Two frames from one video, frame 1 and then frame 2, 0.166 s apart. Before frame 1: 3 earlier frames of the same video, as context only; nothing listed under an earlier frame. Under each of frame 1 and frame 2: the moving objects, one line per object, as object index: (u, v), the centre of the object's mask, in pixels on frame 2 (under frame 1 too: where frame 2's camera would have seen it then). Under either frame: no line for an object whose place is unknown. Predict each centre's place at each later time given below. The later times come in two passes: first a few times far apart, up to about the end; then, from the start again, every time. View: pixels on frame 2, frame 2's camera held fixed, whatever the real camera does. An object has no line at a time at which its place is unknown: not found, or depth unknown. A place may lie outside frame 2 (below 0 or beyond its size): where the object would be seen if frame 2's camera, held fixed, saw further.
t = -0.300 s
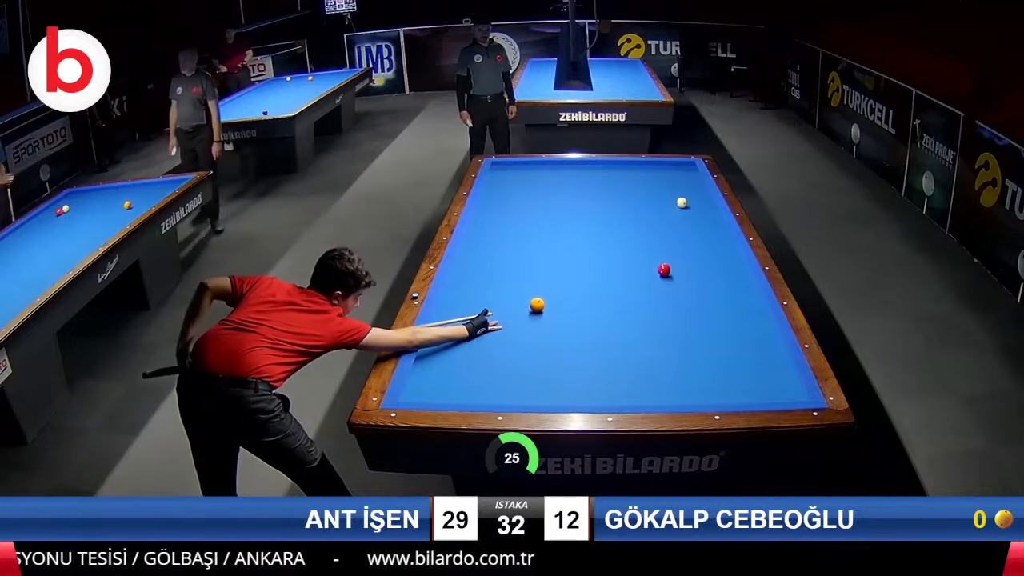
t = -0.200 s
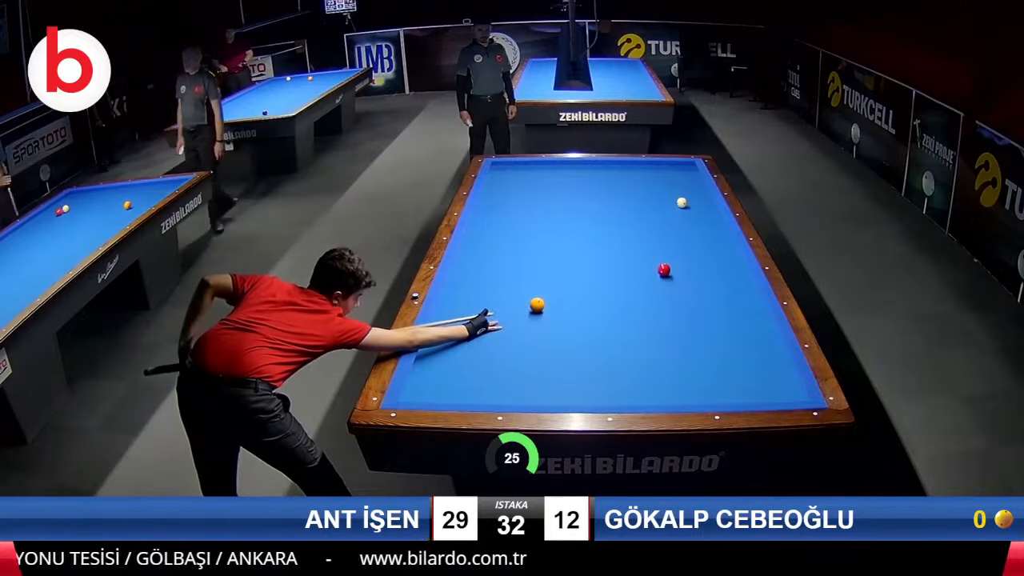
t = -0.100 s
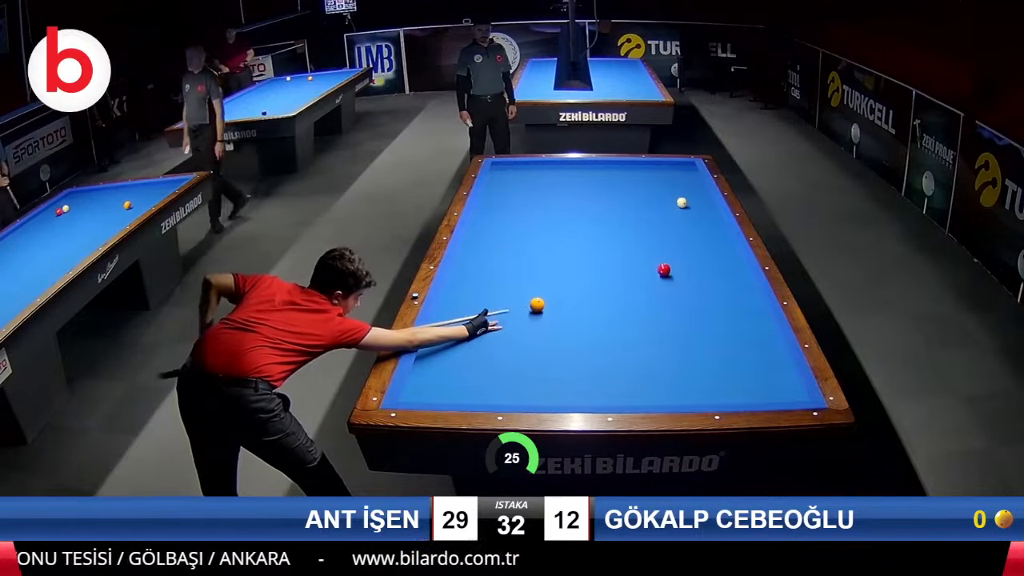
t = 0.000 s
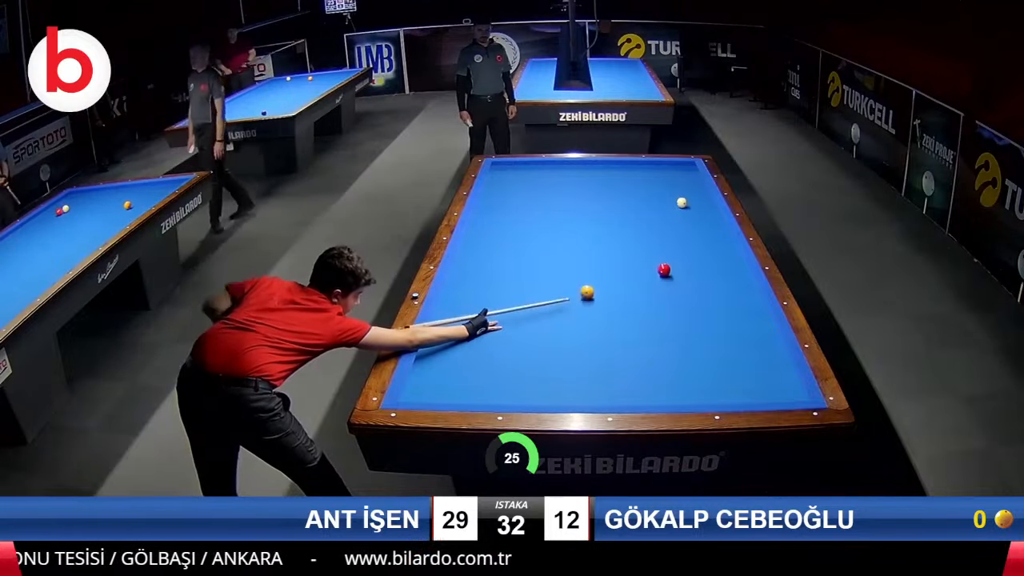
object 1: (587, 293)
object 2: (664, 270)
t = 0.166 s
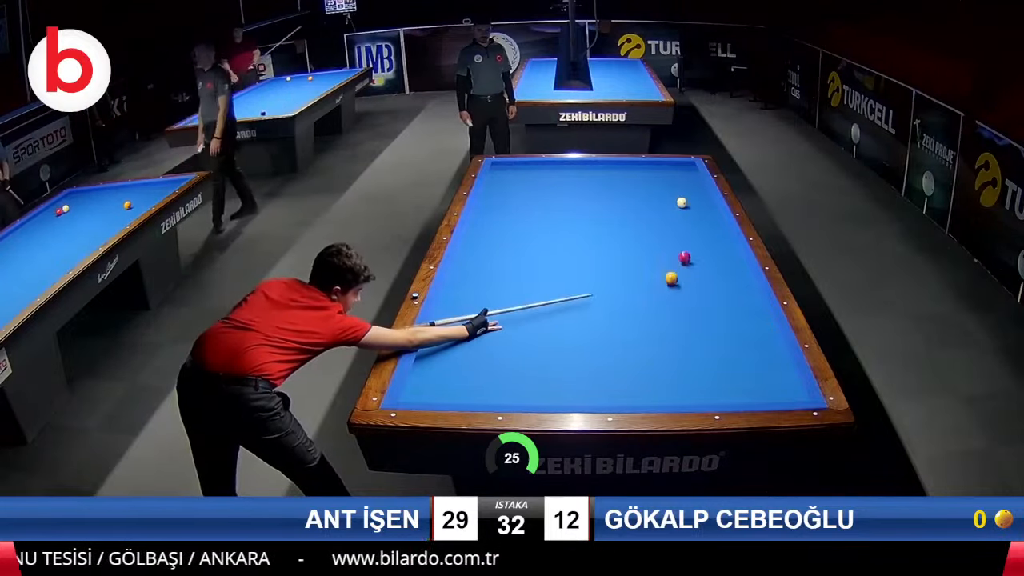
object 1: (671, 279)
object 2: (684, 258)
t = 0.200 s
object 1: (679, 281)
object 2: (695, 252)
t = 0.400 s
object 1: (732, 291)
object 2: (706, 224)
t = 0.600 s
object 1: (734, 302)
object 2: (658, 207)
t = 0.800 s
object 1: (705, 317)
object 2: (622, 193)
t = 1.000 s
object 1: (678, 332)
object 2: (590, 182)
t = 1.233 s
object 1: (645, 351)
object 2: (556, 170)
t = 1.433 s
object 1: (614, 369)
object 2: (529, 164)
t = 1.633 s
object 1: (580, 387)
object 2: (499, 170)
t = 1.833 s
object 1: (543, 398)
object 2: (506, 177)
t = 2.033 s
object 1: (502, 388)
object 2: (522, 183)
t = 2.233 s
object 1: (464, 378)
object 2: (538, 190)
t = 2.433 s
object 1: (429, 369)
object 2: (556, 197)
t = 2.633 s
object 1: (441, 358)
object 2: (573, 204)
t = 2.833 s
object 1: (464, 346)
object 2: (592, 213)
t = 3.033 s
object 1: (485, 336)
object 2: (612, 221)
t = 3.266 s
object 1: (509, 324)
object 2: (636, 232)
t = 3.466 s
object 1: (528, 315)
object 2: (657, 241)
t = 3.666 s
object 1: (546, 306)
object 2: (679, 252)
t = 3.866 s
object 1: (563, 298)
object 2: (702, 262)
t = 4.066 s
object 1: (579, 290)
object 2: (725, 273)
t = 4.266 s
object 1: (594, 283)
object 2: (749, 285)
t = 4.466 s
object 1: (608, 275)
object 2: (745, 294)
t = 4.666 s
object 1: (621, 269)
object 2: (739, 304)
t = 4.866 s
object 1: (633, 263)
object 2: (734, 313)
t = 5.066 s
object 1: (645, 257)
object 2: (727, 323)
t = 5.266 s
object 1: (655, 252)
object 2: (721, 334)
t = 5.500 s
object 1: (667, 246)
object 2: (713, 346)
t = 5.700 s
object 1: (677, 241)
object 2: (705, 357)
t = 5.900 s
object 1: (686, 237)
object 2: (697, 369)
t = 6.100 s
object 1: (694, 232)
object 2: (689, 381)
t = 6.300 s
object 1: (702, 228)
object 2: (680, 393)
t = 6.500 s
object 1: (710, 224)
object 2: (671, 398)
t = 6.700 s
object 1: (716, 221)
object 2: (664, 395)
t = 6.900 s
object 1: (716, 218)
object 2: (656, 389)
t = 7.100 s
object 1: (711, 215)
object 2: (649, 383)
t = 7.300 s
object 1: (706, 213)
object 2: (642, 377)
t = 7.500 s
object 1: (701, 211)
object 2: (636, 372)
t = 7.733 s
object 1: (696, 208)
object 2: (628, 367)
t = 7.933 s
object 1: (692, 206)
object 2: (623, 363)
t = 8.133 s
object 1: (690, 205)
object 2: (617, 359)
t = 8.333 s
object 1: (689, 205)
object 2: (613, 355)
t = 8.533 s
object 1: (690, 204)
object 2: (608, 351)
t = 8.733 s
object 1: (690, 204)
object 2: (603, 348)
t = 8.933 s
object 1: (690, 204)
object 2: (599, 345)
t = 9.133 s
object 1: (690, 204)
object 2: (596, 342)
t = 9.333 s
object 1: (690, 204)
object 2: (592, 339)
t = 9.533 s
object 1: (690, 204)
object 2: (589, 337)
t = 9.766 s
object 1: (690, 204)
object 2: (585, 335)
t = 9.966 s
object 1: (690, 204)
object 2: (583, 332)
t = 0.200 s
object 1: (679, 281)
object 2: (695, 252)
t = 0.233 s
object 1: (688, 283)
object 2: (704, 246)
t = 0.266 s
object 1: (696, 285)
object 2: (712, 241)
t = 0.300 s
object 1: (705, 287)
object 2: (721, 235)
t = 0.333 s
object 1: (714, 289)
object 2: (725, 231)
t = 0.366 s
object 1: (723, 290)
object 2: (716, 227)
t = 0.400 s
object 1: (732, 291)
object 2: (706, 224)
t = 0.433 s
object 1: (742, 293)
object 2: (697, 221)
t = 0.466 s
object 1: (751, 294)
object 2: (688, 218)
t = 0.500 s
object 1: (753, 295)
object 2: (680, 215)
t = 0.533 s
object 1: (747, 298)
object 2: (672, 212)
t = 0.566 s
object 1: (741, 300)
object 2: (665, 210)
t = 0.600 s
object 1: (734, 302)
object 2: (658, 207)
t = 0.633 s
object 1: (729, 305)
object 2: (652, 204)
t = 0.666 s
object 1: (724, 307)
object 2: (645, 202)
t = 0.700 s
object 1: (719, 310)
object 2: (639, 200)
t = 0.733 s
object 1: (714, 312)
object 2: (634, 198)
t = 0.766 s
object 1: (709, 315)
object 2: (628, 196)
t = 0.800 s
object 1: (705, 317)
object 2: (622, 193)
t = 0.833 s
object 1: (701, 320)
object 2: (616, 191)
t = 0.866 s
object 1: (697, 322)
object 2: (611, 189)
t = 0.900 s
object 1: (692, 325)
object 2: (606, 187)
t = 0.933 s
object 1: (688, 327)
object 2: (600, 185)
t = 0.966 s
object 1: (683, 330)
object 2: (595, 184)
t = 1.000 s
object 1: (678, 332)
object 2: (590, 182)
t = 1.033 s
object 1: (674, 335)
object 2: (585, 180)
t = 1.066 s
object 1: (669, 337)
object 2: (580, 178)
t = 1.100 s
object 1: (665, 340)
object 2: (575, 177)
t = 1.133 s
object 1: (660, 343)
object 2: (570, 175)
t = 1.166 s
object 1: (655, 345)
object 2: (566, 173)
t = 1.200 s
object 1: (650, 349)
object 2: (561, 171)
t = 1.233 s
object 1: (645, 351)
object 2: (556, 170)
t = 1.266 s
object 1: (640, 354)
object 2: (552, 169)
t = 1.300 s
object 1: (635, 357)
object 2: (548, 167)
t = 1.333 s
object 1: (630, 360)
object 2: (543, 165)
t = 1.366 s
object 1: (625, 363)
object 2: (539, 164)
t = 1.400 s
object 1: (619, 366)
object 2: (534, 163)
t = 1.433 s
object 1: (614, 369)
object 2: (529, 164)
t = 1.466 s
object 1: (609, 372)
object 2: (524, 165)
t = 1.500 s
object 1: (603, 375)
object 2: (519, 166)
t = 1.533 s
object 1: (597, 378)
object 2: (514, 167)
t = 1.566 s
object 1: (592, 381)
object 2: (508, 169)
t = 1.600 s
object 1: (586, 384)
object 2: (504, 169)
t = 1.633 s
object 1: (580, 387)
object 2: (499, 170)
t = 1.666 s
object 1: (574, 390)
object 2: (493, 171)
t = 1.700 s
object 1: (568, 393)
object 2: (493, 172)
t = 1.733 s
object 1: (562, 396)
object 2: (497, 174)
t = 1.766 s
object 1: (557, 397)
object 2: (500, 175)
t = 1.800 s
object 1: (551, 399)
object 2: (504, 176)
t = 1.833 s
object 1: (543, 398)
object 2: (506, 177)
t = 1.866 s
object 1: (536, 396)
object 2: (509, 178)
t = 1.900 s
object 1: (529, 395)
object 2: (512, 179)
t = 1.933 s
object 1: (522, 394)
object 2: (514, 180)
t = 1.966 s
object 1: (516, 392)
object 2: (517, 181)
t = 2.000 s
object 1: (509, 390)
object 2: (519, 182)
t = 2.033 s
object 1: (502, 388)
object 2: (522, 183)
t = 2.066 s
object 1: (496, 387)
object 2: (524, 184)
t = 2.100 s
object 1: (489, 385)
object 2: (527, 185)
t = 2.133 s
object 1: (483, 383)
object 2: (530, 186)
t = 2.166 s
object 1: (476, 382)
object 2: (533, 187)
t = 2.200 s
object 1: (470, 380)
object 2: (535, 189)
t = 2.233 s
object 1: (464, 378)
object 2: (538, 190)
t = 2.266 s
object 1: (458, 377)
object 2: (541, 191)
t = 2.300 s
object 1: (452, 375)
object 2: (544, 192)
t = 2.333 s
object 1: (446, 374)
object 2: (547, 193)
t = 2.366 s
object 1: (440, 372)
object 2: (550, 195)
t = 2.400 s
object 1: (435, 370)
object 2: (553, 196)
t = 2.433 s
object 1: (429, 369)
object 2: (556, 197)
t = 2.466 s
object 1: (423, 367)
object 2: (558, 198)
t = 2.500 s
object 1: (422, 366)
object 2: (562, 200)
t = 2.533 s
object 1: (427, 364)
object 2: (565, 201)
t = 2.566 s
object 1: (432, 362)
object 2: (568, 202)
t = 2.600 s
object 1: (437, 360)
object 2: (570, 204)
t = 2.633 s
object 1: (441, 358)
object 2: (573, 204)
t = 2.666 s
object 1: (445, 356)
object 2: (577, 206)
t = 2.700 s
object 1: (449, 354)
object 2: (580, 207)
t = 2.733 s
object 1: (452, 352)
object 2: (583, 209)
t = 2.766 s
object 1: (456, 350)
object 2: (586, 210)
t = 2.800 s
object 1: (460, 348)
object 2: (589, 212)
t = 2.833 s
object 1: (464, 346)
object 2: (592, 213)
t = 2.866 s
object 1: (467, 345)
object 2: (595, 214)
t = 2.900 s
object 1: (471, 343)
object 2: (599, 216)
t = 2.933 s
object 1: (475, 341)
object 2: (602, 217)
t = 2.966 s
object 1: (478, 339)
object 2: (605, 218)
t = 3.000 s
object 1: (482, 337)
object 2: (608, 220)
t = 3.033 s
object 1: (485, 336)
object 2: (612, 221)
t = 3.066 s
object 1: (489, 334)
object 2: (615, 223)
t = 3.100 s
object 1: (492, 332)
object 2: (619, 224)
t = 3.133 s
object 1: (496, 331)
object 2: (622, 226)
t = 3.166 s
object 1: (499, 329)
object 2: (625, 227)
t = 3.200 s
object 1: (502, 328)
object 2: (629, 229)
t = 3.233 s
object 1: (506, 326)
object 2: (632, 230)
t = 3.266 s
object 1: (509, 324)
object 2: (636, 232)
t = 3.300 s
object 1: (512, 323)
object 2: (639, 233)
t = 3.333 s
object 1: (516, 321)
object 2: (642, 235)
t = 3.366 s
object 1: (519, 320)
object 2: (646, 237)
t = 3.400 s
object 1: (522, 318)
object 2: (650, 238)
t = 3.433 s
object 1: (525, 316)
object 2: (653, 240)
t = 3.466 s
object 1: (528, 315)
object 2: (657, 241)
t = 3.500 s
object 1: (531, 313)
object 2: (661, 243)
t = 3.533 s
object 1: (534, 312)
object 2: (664, 245)
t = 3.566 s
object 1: (537, 310)
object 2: (668, 246)
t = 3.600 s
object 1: (540, 309)
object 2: (671, 248)
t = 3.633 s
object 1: (543, 308)
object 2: (675, 250)
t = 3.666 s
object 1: (546, 306)
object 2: (679, 252)
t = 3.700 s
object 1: (549, 305)
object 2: (683, 253)
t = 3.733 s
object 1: (552, 303)
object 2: (686, 255)
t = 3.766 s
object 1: (555, 302)
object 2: (690, 257)
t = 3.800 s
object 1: (558, 300)
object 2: (694, 259)
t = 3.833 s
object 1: (560, 299)
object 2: (698, 260)
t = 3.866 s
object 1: (563, 298)
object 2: (702, 262)
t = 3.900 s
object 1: (566, 296)
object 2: (706, 264)
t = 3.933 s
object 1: (568, 295)
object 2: (709, 266)
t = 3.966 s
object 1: (571, 294)
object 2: (713, 267)
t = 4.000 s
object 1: (574, 292)
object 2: (717, 269)
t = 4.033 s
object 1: (576, 291)
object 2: (721, 271)
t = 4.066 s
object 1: (579, 290)
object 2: (725, 273)
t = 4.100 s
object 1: (581, 289)
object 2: (729, 275)
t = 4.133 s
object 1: (584, 288)
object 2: (733, 277)
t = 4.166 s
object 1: (586, 286)
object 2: (737, 279)
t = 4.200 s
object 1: (589, 285)
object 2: (741, 281)
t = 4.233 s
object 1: (591, 284)
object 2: (745, 283)
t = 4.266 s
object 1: (594, 283)
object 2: (749, 285)
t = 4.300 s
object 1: (596, 281)
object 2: (751, 287)
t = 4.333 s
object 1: (598, 280)
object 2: (750, 288)
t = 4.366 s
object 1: (601, 279)
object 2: (748, 290)
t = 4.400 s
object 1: (603, 278)
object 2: (747, 291)
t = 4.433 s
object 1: (605, 277)
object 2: (746, 292)
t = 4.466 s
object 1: (608, 275)
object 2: (745, 294)
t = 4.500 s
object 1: (610, 274)
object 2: (744, 296)
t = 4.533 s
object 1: (612, 273)
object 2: (743, 297)
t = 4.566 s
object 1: (614, 272)
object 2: (742, 299)
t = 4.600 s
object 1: (617, 271)
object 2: (742, 300)
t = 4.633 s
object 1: (619, 270)
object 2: (741, 302)
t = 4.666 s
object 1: (621, 269)
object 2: (739, 304)
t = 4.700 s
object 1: (623, 268)
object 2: (739, 305)
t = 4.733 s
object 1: (625, 267)
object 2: (737, 306)
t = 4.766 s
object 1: (627, 266)
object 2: (737, 308)
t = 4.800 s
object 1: (629, 265)
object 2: (736, 310)
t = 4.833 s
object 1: (631, 264)
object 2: (735, 311)
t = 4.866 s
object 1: (633, 263)
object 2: (734, 313)
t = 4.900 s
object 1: (635, 262)
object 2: (733, 315)
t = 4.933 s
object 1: (637, 261)
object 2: (732, 316)
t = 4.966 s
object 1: (639, 260)
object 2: (730, 318)
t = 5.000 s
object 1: (641, 259)
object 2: (729, 320)
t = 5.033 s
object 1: (643, 258)
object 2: (728, 322)
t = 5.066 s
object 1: (645, 257)
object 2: (727, 323)
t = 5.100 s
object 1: (646, 256)
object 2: (726, 325)
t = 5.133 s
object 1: (648, 255)
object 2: (725, 326)
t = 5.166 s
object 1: (650, 254)
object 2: (724, 329)
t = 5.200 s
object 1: (652, 253)
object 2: (723, 330)
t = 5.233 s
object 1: (654, 253)
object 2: (722, 332)
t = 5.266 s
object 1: (655, 252)
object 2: (721, 334)
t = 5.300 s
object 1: (657, 251)
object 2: (720, 335)
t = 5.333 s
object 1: (659, 250)
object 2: (718, 337)
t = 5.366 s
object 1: (661, 249)
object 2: (717, 339)
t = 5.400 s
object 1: (662, 248)
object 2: (716, 341)
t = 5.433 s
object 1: (664, 247)
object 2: (715, 342)
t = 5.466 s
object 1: (666, 247)
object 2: (714, 344)
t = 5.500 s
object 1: (667, 246)
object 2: (713, 346)
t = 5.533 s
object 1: (669, 245)
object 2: (711, 348)
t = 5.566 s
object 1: (671, 244)
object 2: (710, 350)
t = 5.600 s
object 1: (672, 243)
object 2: (709, 352)
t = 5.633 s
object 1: (674, 242)
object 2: (707, 354)
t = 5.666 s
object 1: (675, 242)
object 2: (706, 356)
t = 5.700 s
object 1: (677, 241)
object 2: (705, 357)
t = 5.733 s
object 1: (679, 240)
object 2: (704, 359)
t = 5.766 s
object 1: (680, 239)
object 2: (702, 361)
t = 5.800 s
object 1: (681, 238)
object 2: (701, 363)
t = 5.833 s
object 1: (683, 238)
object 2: (700, 365)
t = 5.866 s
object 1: (684, 237)
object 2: (699, 367)
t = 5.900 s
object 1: (686, 237)
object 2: (697, 369)
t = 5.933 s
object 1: (687, 236)
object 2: (696, 371)
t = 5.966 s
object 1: (689, 235)
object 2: (694, 373)
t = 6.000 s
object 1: (690, 235)
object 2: (693, 375)
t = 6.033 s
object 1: (692, 234)
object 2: (692, 377)
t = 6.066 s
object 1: (693, 233)
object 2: (691, 379)
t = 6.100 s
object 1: (694, 232)
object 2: (689, 381)
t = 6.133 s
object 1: (696, 232)
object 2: (687, 383)
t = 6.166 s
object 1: (697, 231)
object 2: (686, 385)
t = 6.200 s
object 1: (698, 230)
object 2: (684, 386)
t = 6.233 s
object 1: (700, 230)
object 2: (683, 389)
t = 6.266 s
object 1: (701, 229)
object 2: (682, 390)
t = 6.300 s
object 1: (702, 228)
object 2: (680, 393)
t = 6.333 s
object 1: (704, 227)
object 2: (679, 394)
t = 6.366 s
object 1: (705, 227)
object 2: (677, 395)
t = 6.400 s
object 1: (706, 226)
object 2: (675, 397)
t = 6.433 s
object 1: (707, 226)
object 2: (674, 398)
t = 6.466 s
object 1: (709, 225)
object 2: (672, 398)
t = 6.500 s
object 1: (710, 224)
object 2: (671, 398)
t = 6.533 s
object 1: (711, 224)
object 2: (670, 398)
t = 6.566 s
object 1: (712, 223)
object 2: (669, 397)
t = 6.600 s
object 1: (713, 222)
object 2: (667, 396)
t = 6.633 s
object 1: (714, 222)
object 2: (666, 396)
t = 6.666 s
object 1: (715, 221)
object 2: (665, 395)
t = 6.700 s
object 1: (716, 221)
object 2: (664, 395)
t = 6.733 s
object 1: (718, 220)
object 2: (663, 394)
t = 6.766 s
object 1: (719, 220)
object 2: (661, 393)
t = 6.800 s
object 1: (719, 219)
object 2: (660, 392)
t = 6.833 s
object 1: (718, 219)
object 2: (658, 391)
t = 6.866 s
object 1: (717, 218)
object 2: (657, 390)
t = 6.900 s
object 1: (716, 218)
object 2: (656, 389)
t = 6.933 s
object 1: (715, 217)
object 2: (655, 388)
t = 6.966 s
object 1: (714, 217)
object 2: (654, 387)
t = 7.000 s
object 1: (714, 216)
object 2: (652, 386)
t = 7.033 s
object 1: (713, 216)
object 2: (651, 385)
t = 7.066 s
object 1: (712, 216)
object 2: (650, 384)
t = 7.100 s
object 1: (711, 215)
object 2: (649, 383)
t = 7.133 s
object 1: (710, 215)
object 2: (648, 382)
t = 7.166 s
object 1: (709, 215)
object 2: (646, 381)
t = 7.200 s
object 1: (709, 214)
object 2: (645, 380)
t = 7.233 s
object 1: (708, 214)
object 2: (644, 379)
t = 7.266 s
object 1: (707, 213)
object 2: (643, 378)
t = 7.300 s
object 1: (706, 213)
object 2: (642, 377)
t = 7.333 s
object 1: (705, 212)
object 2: (641, 376)
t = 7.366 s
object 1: (704, 212)
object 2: (640, 376)
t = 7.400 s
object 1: (703, 211)
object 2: (639, 375)
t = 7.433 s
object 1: (703, 211)
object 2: (638, 374)
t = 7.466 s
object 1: (702, 211)
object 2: (636, 373)
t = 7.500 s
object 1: (701, 211)
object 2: (636, 372)
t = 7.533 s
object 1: (700, 210)
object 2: (634, 372)
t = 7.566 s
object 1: (700, 210)
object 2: (633, 371)
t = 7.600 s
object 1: (699, 210)
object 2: (632, 370)
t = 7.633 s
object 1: (698, 209)
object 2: (631, 369)
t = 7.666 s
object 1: (697, 209)
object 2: (630, 369)
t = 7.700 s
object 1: (696, 208)
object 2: (629, 368)
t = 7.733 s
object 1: (696, 208)
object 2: (628, 367)
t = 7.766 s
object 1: (695, 208)
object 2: (628, 366)
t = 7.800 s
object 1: (694, 207)
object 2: (627, 365)
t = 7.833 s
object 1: (694, 207)
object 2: (626, 365)
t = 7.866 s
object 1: (693, 207)
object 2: (625, 364)
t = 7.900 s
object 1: (692, 206)
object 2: (624, 363)
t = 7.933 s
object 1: (692, 206)
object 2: (623, 363)
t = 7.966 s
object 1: (691, 206)
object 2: (622, 362)
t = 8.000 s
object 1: (690, 205)
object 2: (621, 362)
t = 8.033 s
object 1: (690, 205)
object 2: (620, 361)
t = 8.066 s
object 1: (690, 205)
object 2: (619, 360)
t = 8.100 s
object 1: (690, 205)
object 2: (618, 359)
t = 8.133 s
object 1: (690, 205)
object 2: (617, 359)
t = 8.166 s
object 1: (690, 205)
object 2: (617, 358)
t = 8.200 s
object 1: (690, 205)
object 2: (616, 357)
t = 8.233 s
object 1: (690, 205)
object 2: (615, 357)
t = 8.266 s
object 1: (690, 205)
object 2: (614, 356)
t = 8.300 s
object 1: (690, 205)
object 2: (613, 356)
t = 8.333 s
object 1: (689, 205)
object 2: (613, 355)
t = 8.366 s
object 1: (689, 204)
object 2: (612, 354)
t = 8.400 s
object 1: (689, 204)
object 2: (611, 354)
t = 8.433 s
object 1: (689, 204)
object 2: (610, 353)
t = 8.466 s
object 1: (690, 204)
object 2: (609, 352)
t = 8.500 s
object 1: (690, 204)
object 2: (609, 352)
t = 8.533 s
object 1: (690, 204)
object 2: (608, 351)
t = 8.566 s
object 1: (690, 204)
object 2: (607, 351)
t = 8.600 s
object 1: (690, 204)
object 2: (606, 350)
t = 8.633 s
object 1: (690, 204)
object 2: (606, 349)
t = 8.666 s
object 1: (690, 204)
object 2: (605, 349)
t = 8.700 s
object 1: (690, 204)
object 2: (604, 348)
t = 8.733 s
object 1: (690, 204)
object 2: (603, 348)
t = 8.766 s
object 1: (690, 204)
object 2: (603, 347)
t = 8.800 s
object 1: (690, 204)
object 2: (602, 347)
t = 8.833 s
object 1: (690, 204)
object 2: (601, 346)
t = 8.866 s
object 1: (690, 204)
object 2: (601, 346)
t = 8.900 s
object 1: (690, 204)
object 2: (600, 346)
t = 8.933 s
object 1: (690, 204)
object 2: (599, 345)
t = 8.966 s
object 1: (690, 204)
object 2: (599, 344)
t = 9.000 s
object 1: (690, 204)
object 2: (598, 344)
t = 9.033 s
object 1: (690, 204)
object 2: (597, 343)
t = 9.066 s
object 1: (690, 204)
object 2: (597, 343)
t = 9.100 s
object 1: (690, 204)
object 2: (596, 343)
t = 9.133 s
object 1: (690, 204)
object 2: (596, 342)
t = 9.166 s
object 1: (690, 204)
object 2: (595, 342)
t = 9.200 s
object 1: (690, 204)
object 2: (595, 341)
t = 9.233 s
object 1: (690, 204)
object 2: (594, 341)
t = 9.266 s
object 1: (690, 204)
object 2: (593, 340)
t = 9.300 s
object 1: (690, 204)
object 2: (593, 340)
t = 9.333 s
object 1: (690, 204)
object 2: (592, 339)
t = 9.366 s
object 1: (690, 204)
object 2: (592, 339)
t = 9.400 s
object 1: (690, 204)
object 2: (591, 339)
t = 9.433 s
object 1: (690, 204)
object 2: (591, 338)
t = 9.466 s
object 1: (690, 204)
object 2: (590, 338)
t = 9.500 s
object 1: (690, 204)
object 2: (590, 338)
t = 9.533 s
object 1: (690, 204)
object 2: (589, 337)
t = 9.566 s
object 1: (690, 204)
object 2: (588, 337)
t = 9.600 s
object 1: (690, 204)
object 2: (588, 336)
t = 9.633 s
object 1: (690, 204)
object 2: (587, 336)
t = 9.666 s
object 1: (690, 204)
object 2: (587, 336)
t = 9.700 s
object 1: (690, 204)
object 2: (586, 336)
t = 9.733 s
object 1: (690, 204)
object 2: (586, 335)
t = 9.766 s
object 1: (690, 204)
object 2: (585, 335)
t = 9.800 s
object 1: (690, 204)
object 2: (585, 334)
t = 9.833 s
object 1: (690, 204)
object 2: (584, 334)
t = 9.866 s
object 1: (690, 204)
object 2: (584, 334)
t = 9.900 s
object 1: (690, 204)
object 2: (584, 333)
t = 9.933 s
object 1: (690, 204)
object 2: (583, 333)
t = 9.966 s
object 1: (690, 204)
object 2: (583, 332)
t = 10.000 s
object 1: (690, 204)
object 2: (582, 332)
